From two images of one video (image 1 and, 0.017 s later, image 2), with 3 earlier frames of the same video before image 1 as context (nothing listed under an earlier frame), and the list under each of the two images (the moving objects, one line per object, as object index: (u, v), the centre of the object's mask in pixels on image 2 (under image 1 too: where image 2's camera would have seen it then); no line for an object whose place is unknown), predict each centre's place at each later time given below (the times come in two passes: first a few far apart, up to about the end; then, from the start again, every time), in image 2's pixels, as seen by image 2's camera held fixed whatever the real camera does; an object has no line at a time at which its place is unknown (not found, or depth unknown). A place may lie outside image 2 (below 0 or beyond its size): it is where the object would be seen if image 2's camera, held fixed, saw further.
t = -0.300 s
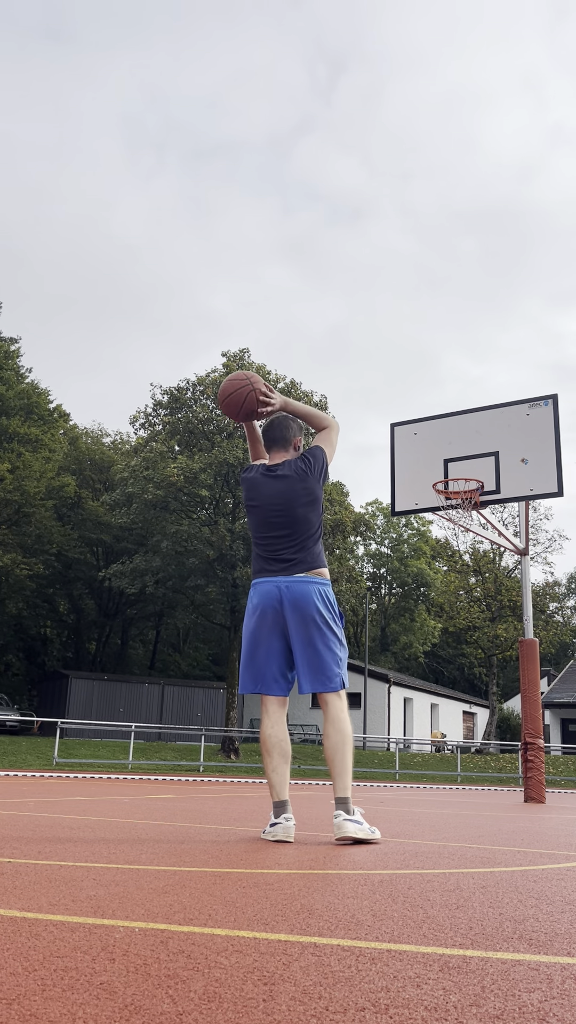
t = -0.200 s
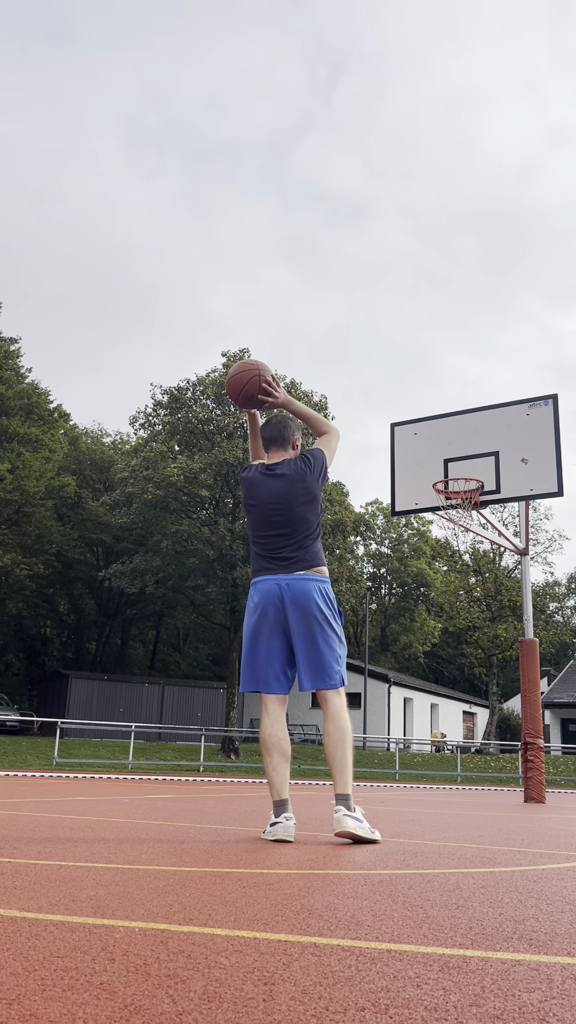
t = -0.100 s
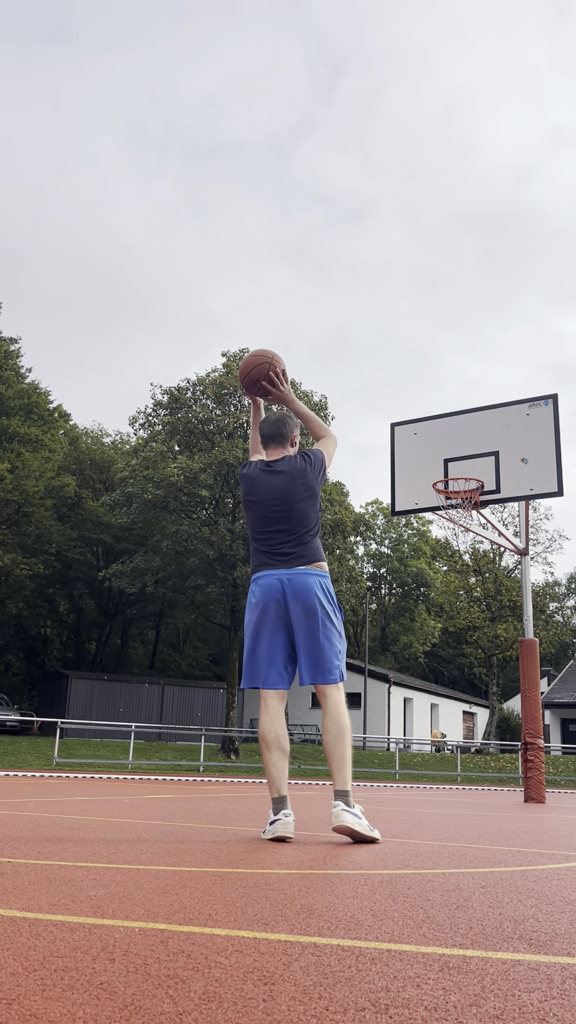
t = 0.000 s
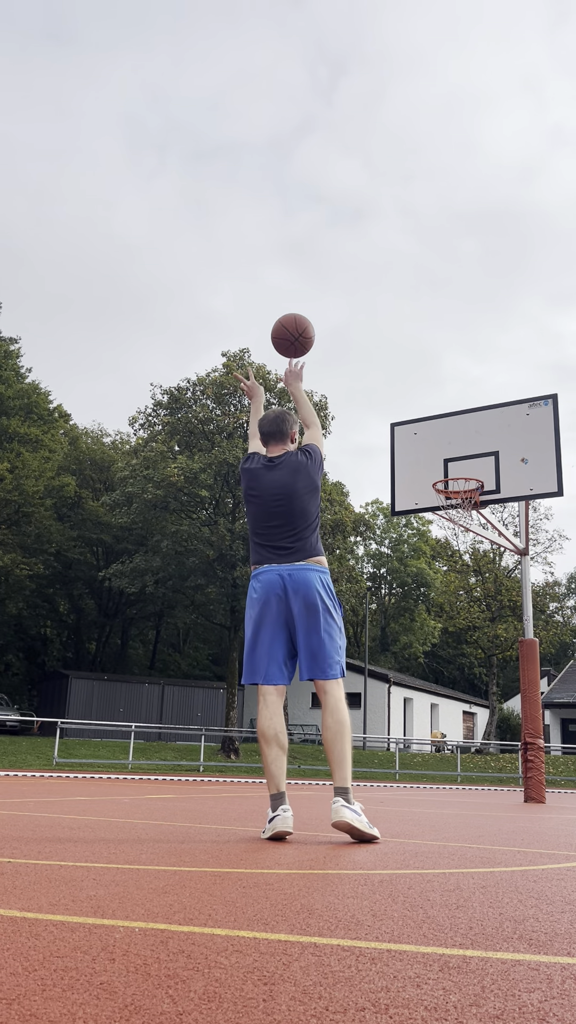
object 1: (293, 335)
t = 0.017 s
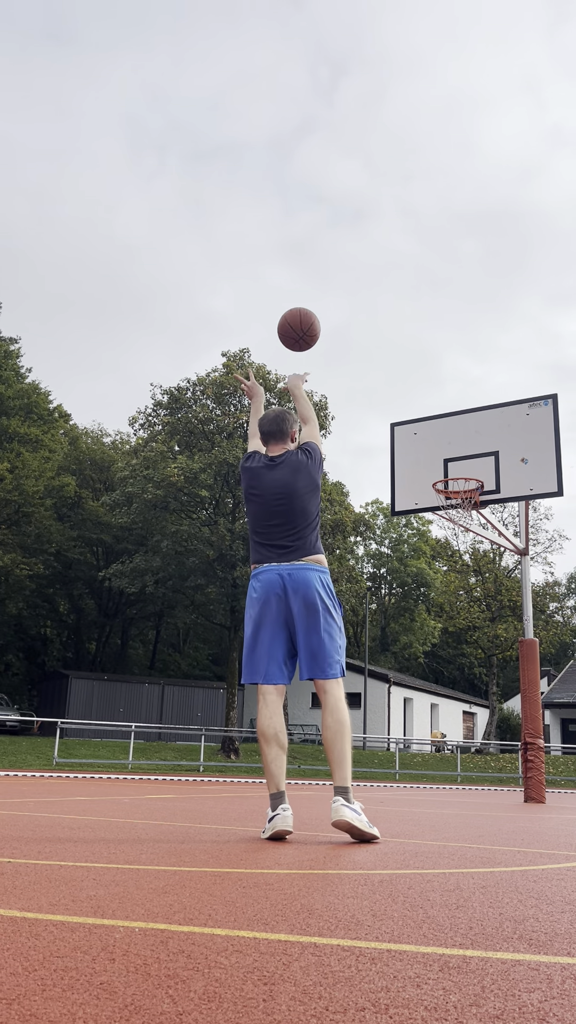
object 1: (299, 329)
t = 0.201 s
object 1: (352, 298)
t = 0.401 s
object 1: (391, 319)
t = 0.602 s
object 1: (419, 374)
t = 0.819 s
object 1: (443, 463)
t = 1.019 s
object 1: (474, 509)
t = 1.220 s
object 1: (491, 528)
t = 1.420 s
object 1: (509, 591)
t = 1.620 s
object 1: (528, 705)
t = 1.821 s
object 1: (542, 749)
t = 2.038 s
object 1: (547, 657)
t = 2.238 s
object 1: (553, 622)
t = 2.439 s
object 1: (561, 637)
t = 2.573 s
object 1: (565, 677)
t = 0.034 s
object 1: (305, 324)
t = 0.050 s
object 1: (310, 319)
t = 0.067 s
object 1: (315, 314)
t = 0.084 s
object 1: (321, 311)
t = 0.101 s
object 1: (326, 307)
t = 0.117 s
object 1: (330, 305)
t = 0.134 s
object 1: (335, 302)
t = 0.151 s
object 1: (339, 301)
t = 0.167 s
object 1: (344, 299)
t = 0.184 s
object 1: (348, 299)
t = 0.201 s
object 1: (352, 298)
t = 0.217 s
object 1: (356, 298)
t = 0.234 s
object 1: (359, 299)
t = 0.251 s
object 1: (363, 299)
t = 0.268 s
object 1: (366, 300)
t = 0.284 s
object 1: (370, 302)
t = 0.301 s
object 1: (373, 303)
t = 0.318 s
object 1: (376, 305)
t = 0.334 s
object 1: (379, 307)
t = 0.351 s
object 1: (382, 310)
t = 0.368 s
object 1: (385, 313)
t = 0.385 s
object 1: (388, 316)
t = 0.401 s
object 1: (391, 319)
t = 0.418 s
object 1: (393, 322)
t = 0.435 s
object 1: (396, 326)
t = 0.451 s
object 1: (399, 330)
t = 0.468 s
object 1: (401, 334)
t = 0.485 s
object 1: (404, 338)
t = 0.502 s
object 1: (406, 343)
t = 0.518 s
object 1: (408, 347)
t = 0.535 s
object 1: (411, 352)
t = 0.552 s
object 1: (413, 357)
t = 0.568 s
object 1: (415, 363)
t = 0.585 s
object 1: (417, 368)
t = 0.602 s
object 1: (419, 374)
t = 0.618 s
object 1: (421, 380)
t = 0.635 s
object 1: (423, 386)
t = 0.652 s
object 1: (425, 392)
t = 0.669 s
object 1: (427, 398)
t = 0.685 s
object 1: (429, 405)
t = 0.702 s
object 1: (431, 412)
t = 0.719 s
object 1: (433, 419)
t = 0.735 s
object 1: (435, 426)
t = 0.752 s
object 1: (436, 433)
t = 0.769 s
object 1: (438, 440)
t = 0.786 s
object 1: (440, 448)
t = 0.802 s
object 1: (441, 455)
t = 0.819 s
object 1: (443, 463)
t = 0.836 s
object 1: (444, 470)
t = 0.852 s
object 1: (446, 479)
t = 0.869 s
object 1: (448, 488)
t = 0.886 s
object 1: (451, 491)
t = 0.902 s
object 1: (454, 495)
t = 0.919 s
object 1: (460, 503)
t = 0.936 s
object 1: (464, 506)
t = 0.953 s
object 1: (467, 509)
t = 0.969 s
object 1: (470, 510)
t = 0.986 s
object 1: (472, 509)
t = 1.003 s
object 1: (473, 508)
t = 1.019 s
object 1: (474, 509)
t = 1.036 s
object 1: (476, 510)
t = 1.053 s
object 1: (478, 510)
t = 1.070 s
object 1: (480, 512)
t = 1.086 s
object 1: (482, 513)
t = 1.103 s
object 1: (483, 514)
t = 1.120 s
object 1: (484, 514)
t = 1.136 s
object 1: (485, 516)
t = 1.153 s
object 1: (486, 517)
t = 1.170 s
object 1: (487, 519)
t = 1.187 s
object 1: (488, 522)
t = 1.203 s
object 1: (490, 525)
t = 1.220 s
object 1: (491, 528)
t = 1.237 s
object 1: (492, 532)
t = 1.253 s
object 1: (494, 536)
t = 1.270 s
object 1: (495, 540)
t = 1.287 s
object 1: (497, 544)
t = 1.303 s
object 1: (498, 549)
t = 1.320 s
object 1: (499, 554)
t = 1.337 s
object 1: (501, 559)
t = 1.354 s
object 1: (502, 565)
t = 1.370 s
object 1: (504, 571)
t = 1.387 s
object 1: (505, 577)
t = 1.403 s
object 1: (507, 584)
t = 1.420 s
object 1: (509, 591)
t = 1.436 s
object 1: (510, 598)
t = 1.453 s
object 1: (512, 606)
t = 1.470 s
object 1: (513, 614)
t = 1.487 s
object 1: (515, 623)
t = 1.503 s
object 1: (516, 632)
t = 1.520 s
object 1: (518, 642)
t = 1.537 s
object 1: (520, 651)
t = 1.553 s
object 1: (521, 661)
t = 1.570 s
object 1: (523, 671)
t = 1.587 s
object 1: (525, 683)
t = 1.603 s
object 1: (527, 694)
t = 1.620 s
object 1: (528, 705)
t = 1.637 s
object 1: (530, 718)
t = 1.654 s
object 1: (532, 731)
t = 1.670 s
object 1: (534, 744)
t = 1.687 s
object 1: (536, 758)
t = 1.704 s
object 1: (538, 772)
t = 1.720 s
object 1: (540, 786)
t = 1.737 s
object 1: (541, 799)
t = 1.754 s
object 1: (542, 789)
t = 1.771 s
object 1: (542, 779)
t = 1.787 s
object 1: (542, 768)
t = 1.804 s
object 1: (542, 758)
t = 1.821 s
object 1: (542, 749)
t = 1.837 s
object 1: (543, 740)
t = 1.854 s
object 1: (543, 731)
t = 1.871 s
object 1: (544, 723)
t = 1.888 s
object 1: (544, 715)
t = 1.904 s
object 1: (544, 707)
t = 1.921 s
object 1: (545, 699)
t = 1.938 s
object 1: (545, 692)
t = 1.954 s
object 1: (545, 685)
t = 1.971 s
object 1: (546, 679)
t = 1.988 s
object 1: (546, 673)
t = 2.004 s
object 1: (547, 667)
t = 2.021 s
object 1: (547, 662)
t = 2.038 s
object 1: (547, 657)
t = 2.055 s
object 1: (548, 652)
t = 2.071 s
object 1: (548, 648)
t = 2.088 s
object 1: (549, 644)
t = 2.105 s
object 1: (549, 640)
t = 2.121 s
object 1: (550, 637)
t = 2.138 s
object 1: (550, 633)
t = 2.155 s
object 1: (550, 631)
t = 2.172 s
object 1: (551, 629)
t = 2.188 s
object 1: (552, 626)
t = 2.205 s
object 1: (552, 625)
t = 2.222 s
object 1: (553, 623)
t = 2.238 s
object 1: (553, 622)
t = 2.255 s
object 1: (554, 622)
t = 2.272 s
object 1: (554, 622)
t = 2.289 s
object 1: (555, 621)
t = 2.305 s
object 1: (555, 622)
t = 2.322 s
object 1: (556, 622)
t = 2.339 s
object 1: (557, 623)
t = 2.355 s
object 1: (557, 625)
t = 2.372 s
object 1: (558, 626)
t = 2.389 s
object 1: (559, 629)
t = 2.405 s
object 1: (560, 631)
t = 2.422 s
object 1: (560, 634)
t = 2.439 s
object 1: (561, 637)
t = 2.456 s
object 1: (561, 641)
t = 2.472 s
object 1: (562, 644)
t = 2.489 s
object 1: (562, 649)
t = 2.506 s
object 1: (563, 654)
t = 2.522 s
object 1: (563, 659)
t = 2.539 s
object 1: (564, 665)
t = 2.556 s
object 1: (564, 671)
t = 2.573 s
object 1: (565, 677)
